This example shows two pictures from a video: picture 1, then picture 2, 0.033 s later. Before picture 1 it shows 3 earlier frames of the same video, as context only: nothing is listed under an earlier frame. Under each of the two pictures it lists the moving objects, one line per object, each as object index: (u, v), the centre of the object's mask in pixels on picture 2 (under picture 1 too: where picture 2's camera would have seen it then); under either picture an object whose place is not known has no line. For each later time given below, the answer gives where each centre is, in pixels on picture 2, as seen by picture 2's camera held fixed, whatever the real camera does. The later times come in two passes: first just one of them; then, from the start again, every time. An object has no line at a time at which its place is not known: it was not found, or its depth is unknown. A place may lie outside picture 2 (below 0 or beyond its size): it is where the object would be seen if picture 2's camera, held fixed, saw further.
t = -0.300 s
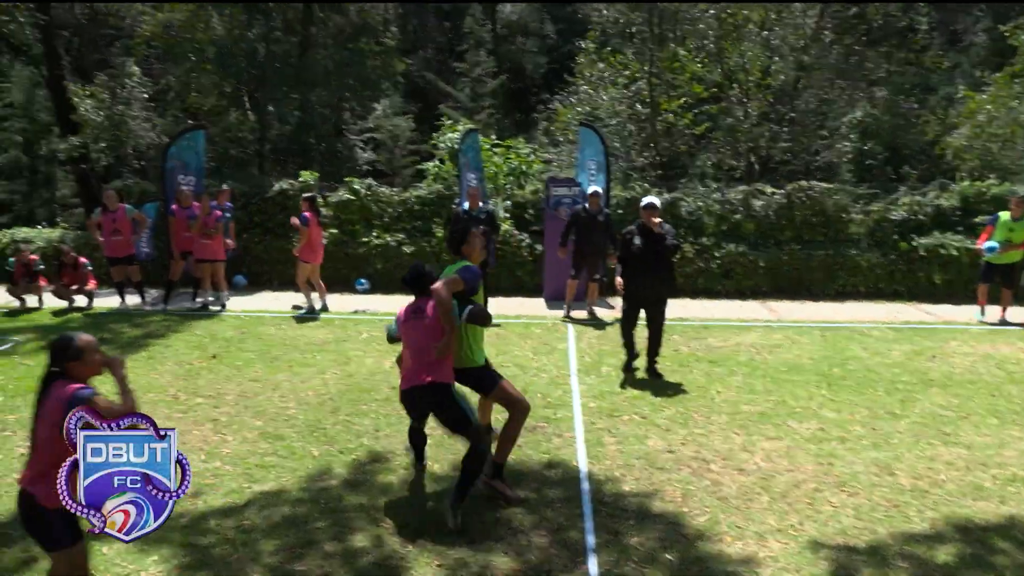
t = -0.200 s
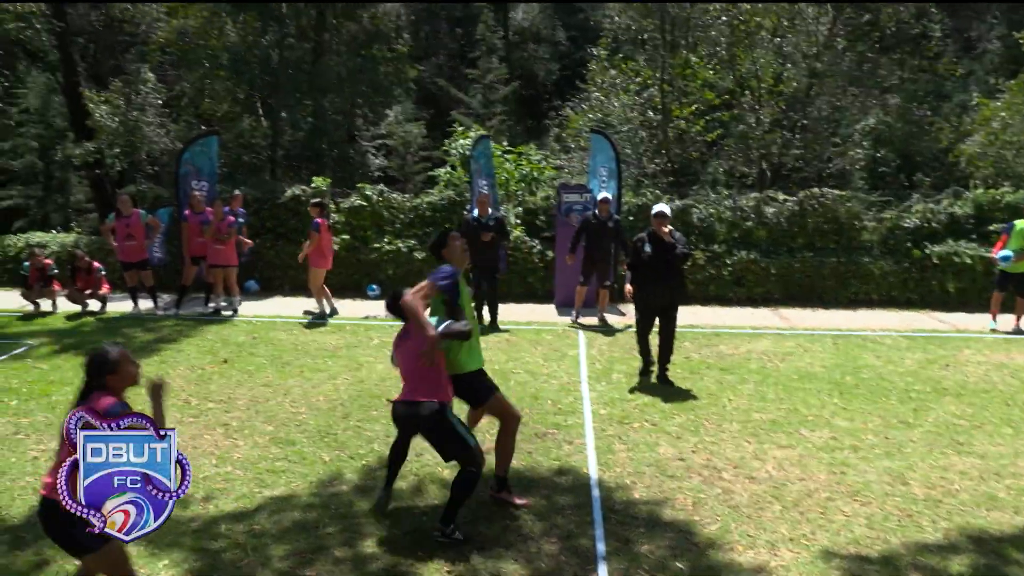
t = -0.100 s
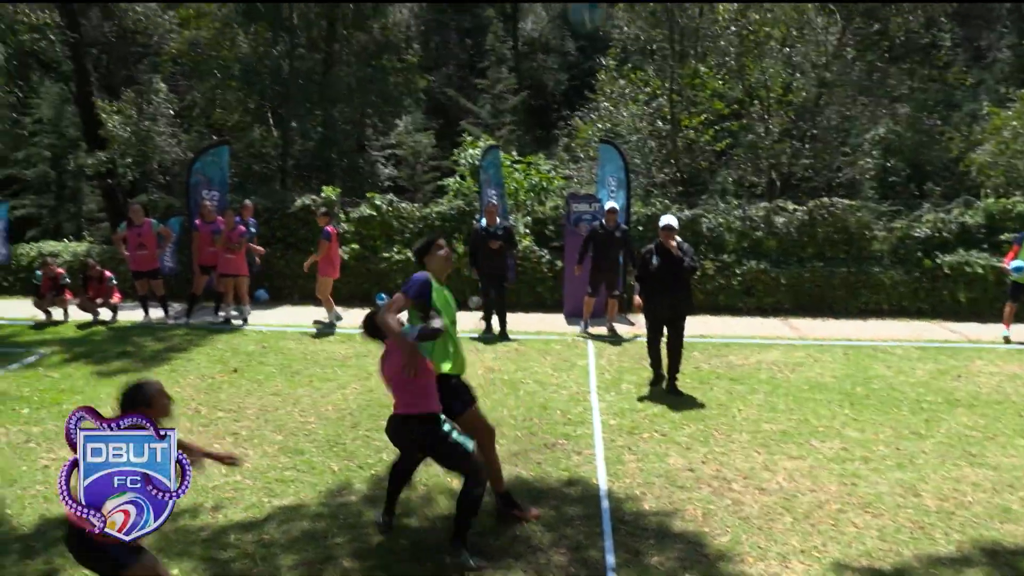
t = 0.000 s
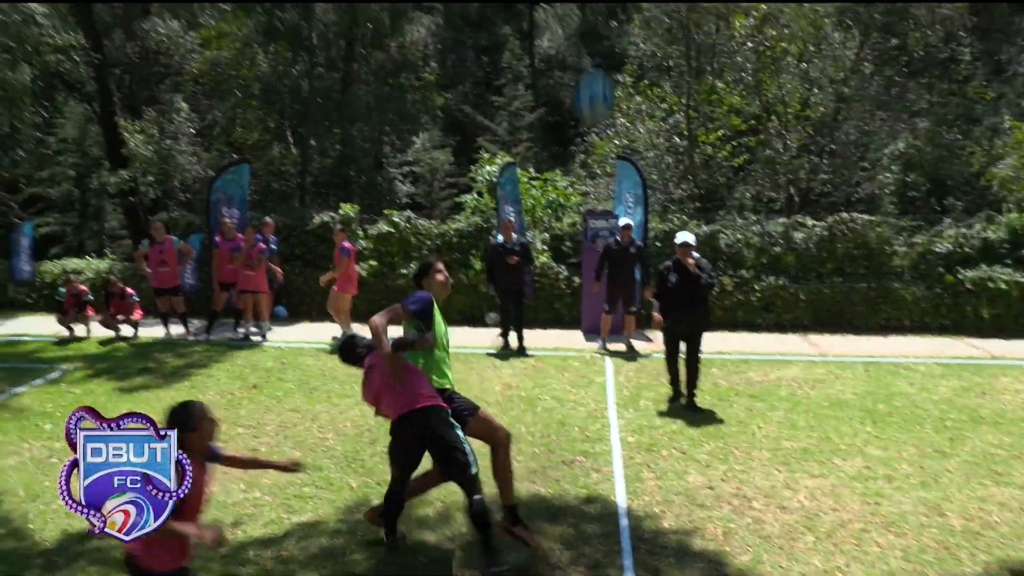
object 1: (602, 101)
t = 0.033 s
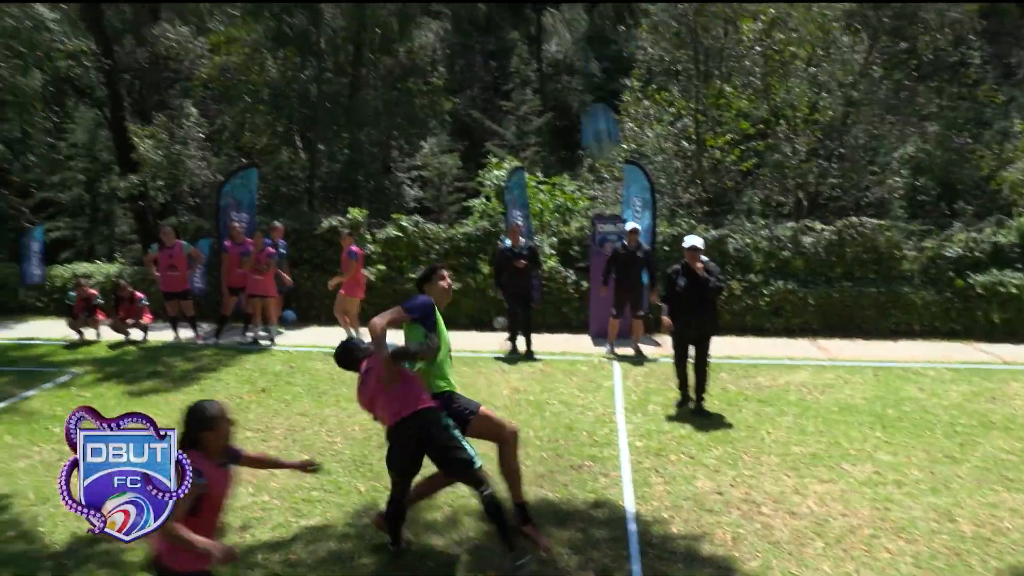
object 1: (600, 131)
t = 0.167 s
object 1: (589, 287)
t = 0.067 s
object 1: (596, 165)
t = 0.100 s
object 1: (594, 202)
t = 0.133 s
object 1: (591, 248)
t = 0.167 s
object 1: (589, 287)
